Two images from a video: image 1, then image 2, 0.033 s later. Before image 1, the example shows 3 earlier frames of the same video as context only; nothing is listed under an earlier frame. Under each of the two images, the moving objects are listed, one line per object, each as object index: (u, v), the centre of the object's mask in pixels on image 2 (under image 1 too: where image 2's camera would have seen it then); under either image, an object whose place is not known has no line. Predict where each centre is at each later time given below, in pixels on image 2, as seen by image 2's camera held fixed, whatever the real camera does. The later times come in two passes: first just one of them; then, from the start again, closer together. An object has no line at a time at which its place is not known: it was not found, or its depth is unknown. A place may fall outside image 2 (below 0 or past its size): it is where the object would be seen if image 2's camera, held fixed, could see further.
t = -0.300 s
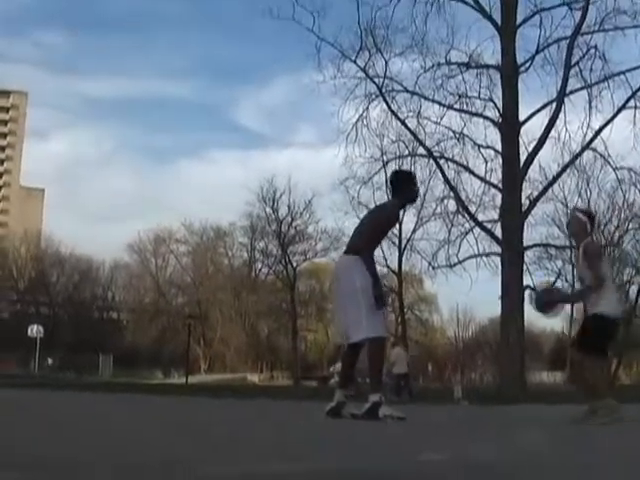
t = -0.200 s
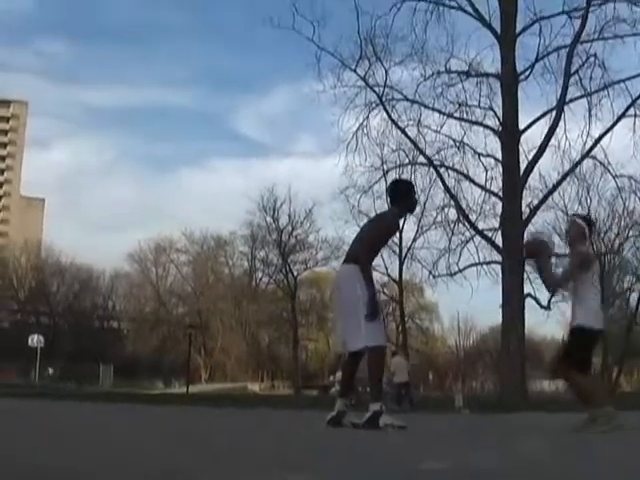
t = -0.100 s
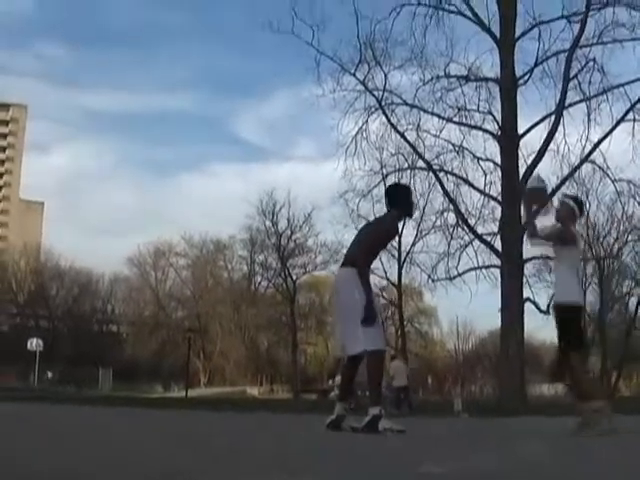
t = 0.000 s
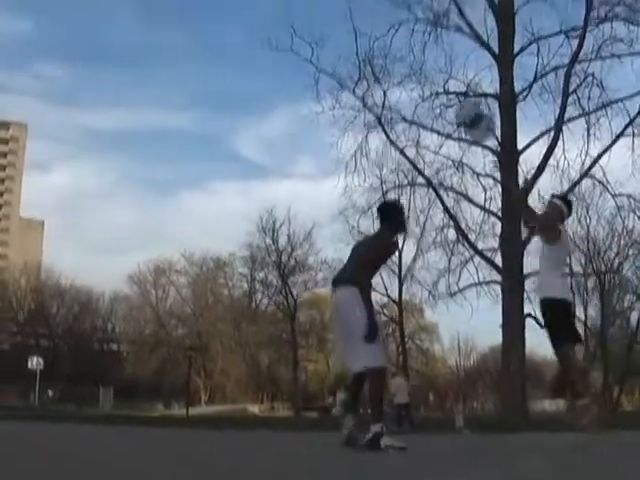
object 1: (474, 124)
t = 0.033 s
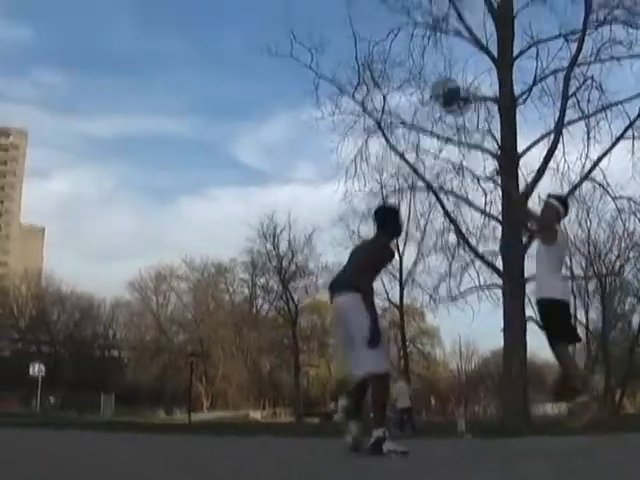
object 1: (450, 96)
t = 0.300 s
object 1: (281, -52)
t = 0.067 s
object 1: (427, 76)
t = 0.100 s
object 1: (407, 53)
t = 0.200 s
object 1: (344, -3)
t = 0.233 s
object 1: (324, -20)
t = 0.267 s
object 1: (303, -37)
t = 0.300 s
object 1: (281, -52)
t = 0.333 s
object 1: (260, -66)
